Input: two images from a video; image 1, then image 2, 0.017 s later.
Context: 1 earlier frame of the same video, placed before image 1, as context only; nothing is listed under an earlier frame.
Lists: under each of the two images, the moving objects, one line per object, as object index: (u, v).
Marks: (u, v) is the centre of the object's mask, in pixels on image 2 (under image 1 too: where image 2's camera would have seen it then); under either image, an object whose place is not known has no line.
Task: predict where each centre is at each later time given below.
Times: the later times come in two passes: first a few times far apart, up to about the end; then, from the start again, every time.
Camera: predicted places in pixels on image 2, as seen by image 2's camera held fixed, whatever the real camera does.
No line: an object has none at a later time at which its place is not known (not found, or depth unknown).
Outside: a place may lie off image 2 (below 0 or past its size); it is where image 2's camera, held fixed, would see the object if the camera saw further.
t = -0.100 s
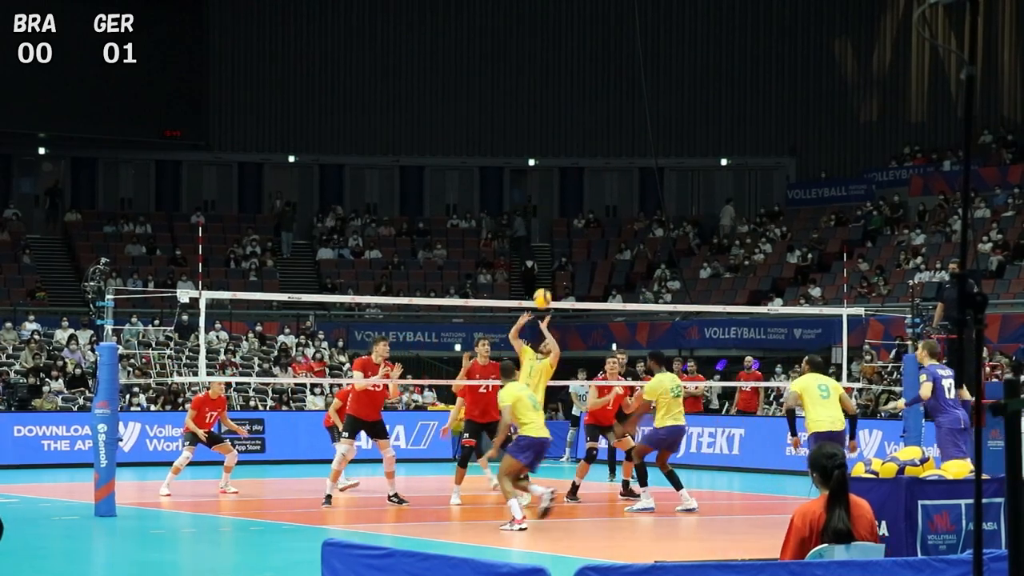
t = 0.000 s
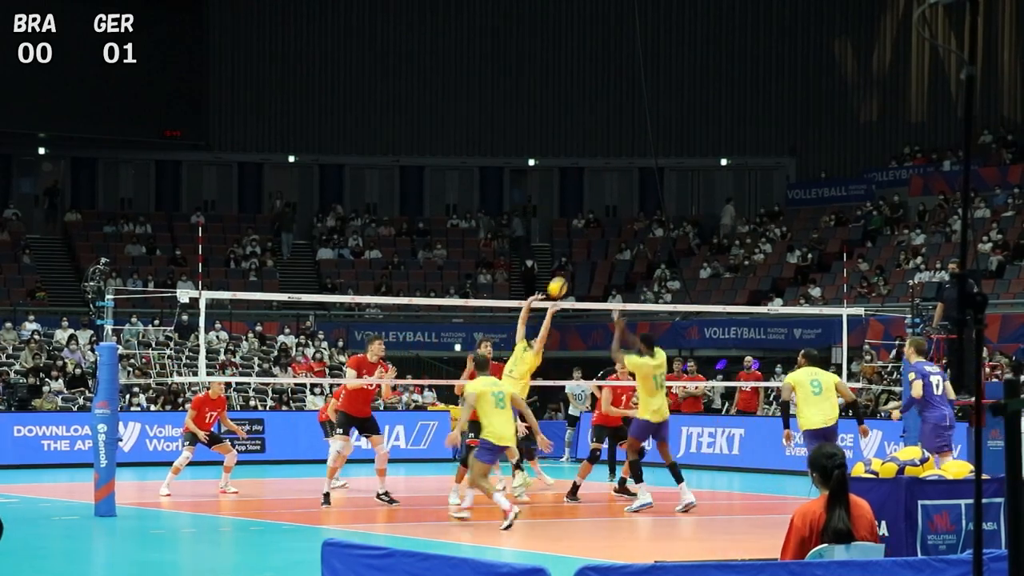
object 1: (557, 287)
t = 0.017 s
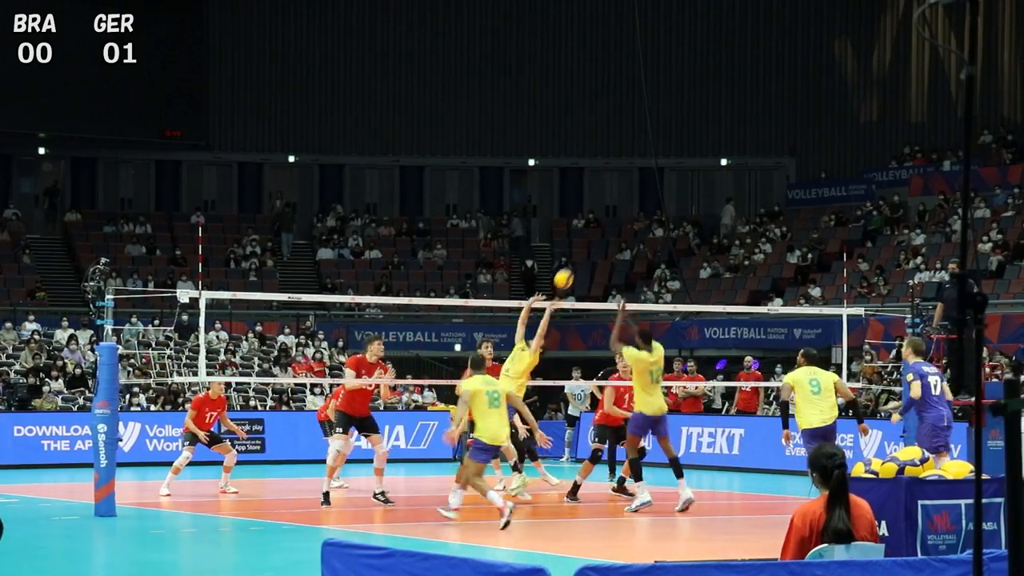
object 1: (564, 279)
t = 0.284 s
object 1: (659, 176)
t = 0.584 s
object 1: (759, 136)
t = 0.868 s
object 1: (847, 164)
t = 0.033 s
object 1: (570, 271)
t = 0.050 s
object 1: (576, 263)
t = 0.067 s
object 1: (582, 255)
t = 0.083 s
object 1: (588, 247)
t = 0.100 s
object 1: (594, 240)
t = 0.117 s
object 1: (600, 233)
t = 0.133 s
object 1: (606, 226)
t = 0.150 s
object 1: (612, 219)
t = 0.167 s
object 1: (618, 213)
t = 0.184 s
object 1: (625, 207)
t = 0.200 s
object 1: (630, 201)
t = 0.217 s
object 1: (636, 196)
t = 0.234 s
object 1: (642, 190)
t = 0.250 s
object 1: (648, 185)
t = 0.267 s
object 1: (654, 180)
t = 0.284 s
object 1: (659, 176)
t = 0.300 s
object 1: (665, 172)
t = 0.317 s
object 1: (671, 168)
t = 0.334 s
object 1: (676, 164)
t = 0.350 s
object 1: (682, 160)
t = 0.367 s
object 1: (688, 157)
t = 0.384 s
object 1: (693, 154)
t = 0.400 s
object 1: (699, 151)
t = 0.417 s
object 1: (705, 149)
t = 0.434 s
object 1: (710, 146)
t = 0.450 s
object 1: (716, 144)
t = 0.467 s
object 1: (721, 143)
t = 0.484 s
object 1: (727, 141)
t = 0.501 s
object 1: (732, 139)
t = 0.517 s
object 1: (737, 138)
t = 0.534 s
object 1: (743, 137)
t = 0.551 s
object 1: (748, 136)
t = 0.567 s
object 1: (754, 136)
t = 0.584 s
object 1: (759, 136)
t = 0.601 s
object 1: (764, 136)
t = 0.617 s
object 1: (770, 136)
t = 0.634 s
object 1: (775, 136)
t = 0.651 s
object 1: (780, 136)
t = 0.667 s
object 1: (786, 137)
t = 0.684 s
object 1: (791, 139)
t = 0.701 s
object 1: (796, 140)
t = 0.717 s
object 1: (801, 141)
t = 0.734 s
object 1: (806, 143)
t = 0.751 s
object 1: (812, 145)
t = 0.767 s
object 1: (817, 147)
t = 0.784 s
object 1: (822, 149)
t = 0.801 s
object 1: (827, 152)
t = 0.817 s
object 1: (832, 155)
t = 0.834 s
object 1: (837, 158)
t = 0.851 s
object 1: (842, 161)
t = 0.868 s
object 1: (847, 164)
